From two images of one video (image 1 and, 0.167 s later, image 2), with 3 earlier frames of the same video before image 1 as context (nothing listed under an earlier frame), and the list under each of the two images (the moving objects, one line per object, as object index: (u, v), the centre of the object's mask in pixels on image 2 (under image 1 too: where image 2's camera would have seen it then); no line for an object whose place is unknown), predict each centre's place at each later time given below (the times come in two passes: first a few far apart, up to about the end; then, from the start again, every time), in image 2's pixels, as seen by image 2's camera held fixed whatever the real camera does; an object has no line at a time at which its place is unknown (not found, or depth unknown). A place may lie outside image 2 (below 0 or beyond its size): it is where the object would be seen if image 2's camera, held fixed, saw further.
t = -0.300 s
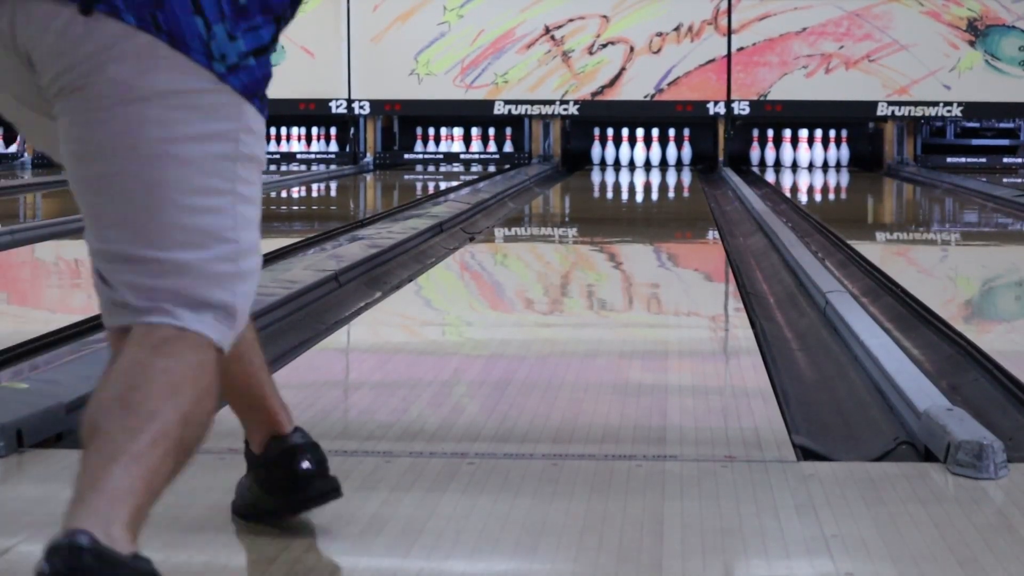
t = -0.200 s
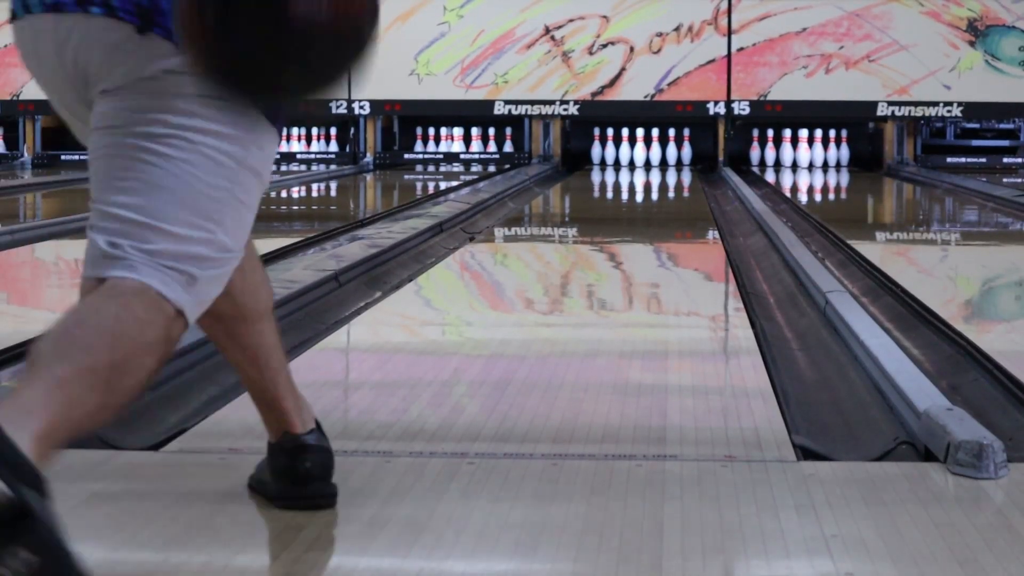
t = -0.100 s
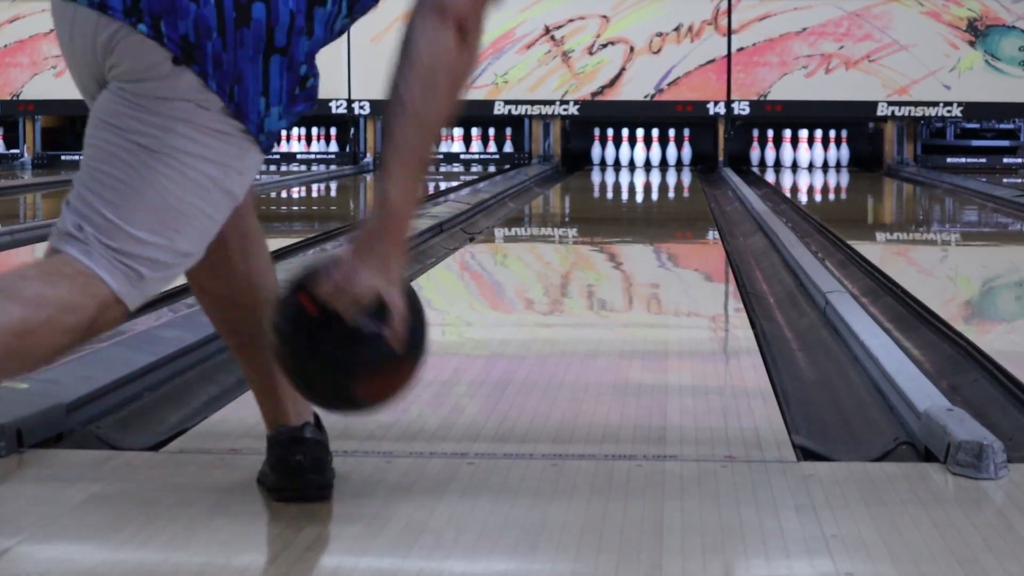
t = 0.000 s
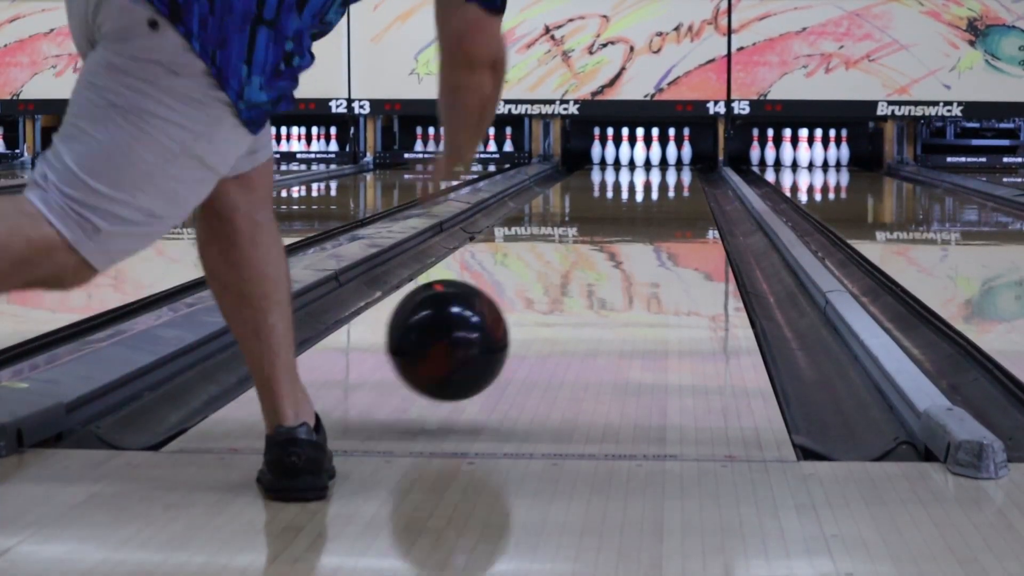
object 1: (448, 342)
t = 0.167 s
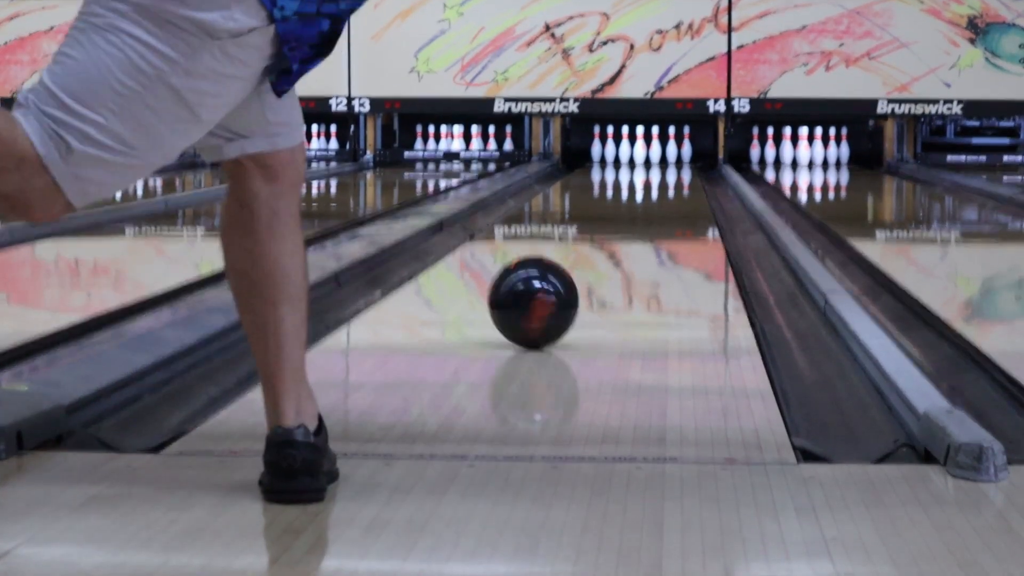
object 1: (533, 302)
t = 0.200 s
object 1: (546, 292)
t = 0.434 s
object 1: (603, 244)
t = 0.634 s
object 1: (632, 218)
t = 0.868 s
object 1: (653, 199)
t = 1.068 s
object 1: (664, 187)
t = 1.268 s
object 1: (671, 177)
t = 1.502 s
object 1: (675, 169)
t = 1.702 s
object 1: (674, 163)
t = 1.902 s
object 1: (669, 160)
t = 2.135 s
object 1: (657, 157)
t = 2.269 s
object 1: (652, 154)
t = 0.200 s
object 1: (546, 292)
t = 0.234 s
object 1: (556, 283)
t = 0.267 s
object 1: (566, 275)
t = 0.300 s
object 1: (575, 268)
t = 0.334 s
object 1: (583, 261)
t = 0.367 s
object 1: (591, 255)
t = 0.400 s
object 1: (597, 249)
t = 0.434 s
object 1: (603, 244)
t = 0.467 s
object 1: (609, 239)
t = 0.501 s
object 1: (614, 234)
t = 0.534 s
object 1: (619, 230)
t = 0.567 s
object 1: (624, 226)
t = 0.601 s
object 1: (628, 222)
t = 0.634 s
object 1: (632, 218)
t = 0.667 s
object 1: (636, 216)
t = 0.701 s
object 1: (639, 212)
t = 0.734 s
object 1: (642, 209)
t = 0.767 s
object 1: (645, 206)
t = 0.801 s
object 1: (648, 204)
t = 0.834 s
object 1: (651, 201)
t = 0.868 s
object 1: (653, 199)
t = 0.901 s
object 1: (655, 197)
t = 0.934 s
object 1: (657, 195)
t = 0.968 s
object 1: (660, 193)
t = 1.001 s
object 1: (661, 190)
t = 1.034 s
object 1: (663, 189)
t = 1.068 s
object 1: (664, 187)
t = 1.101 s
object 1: (666, 185)
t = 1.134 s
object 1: (667, 183)
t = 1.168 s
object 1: (668, 182)
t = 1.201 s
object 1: (669, 180)
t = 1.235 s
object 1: (670, 179)
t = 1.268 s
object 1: (671, 177)
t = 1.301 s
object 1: (672, 176)
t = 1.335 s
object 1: (673, 175)
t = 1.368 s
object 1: (673, 173)
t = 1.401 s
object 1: (674, 172)
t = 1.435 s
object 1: (674, 171)
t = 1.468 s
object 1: (675, 170)
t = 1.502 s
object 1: (675, 169)
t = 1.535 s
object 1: (675, 168)
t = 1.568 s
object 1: (675, 167)
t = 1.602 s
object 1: (675, 166)
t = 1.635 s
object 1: (675, 165)
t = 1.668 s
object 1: (675, 164)
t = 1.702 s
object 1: (674, 163)
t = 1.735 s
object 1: (673, 162)
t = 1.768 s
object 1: (673, 162)
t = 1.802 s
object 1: (672, 161)
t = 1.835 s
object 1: (671, 161)
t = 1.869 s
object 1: (670, 160)
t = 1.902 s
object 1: (669, 160)
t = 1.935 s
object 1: (667, 158)
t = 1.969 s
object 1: (666, 158)
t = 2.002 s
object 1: (664, 158)
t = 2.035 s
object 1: (662, 157)
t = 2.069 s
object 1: (660, 157)
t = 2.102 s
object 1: (659, 156)
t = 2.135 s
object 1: (657, 157)
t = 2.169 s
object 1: (655, 155)
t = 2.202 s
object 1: (653, 155)
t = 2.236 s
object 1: (651, 155)
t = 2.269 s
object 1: (652, 154)
